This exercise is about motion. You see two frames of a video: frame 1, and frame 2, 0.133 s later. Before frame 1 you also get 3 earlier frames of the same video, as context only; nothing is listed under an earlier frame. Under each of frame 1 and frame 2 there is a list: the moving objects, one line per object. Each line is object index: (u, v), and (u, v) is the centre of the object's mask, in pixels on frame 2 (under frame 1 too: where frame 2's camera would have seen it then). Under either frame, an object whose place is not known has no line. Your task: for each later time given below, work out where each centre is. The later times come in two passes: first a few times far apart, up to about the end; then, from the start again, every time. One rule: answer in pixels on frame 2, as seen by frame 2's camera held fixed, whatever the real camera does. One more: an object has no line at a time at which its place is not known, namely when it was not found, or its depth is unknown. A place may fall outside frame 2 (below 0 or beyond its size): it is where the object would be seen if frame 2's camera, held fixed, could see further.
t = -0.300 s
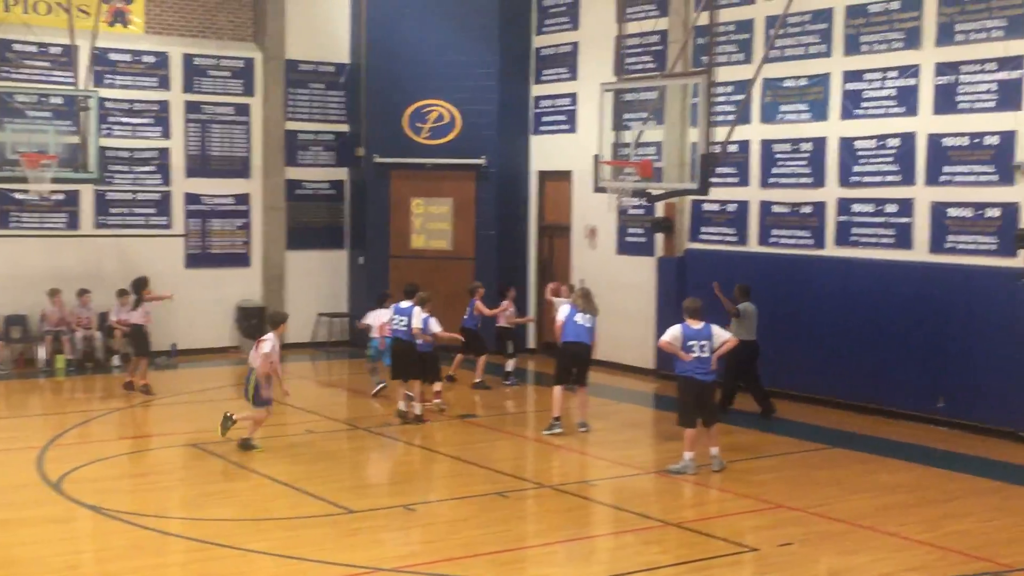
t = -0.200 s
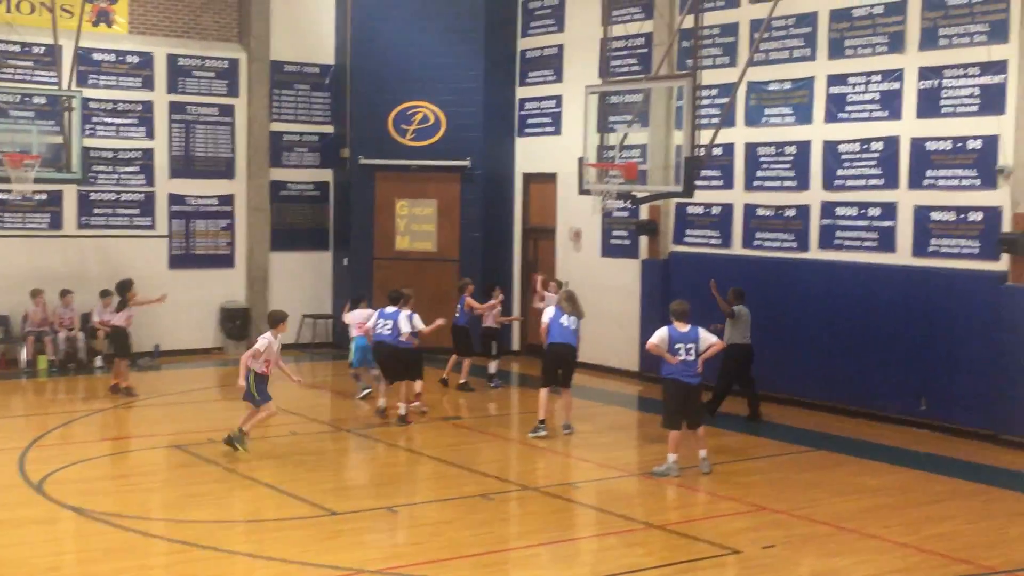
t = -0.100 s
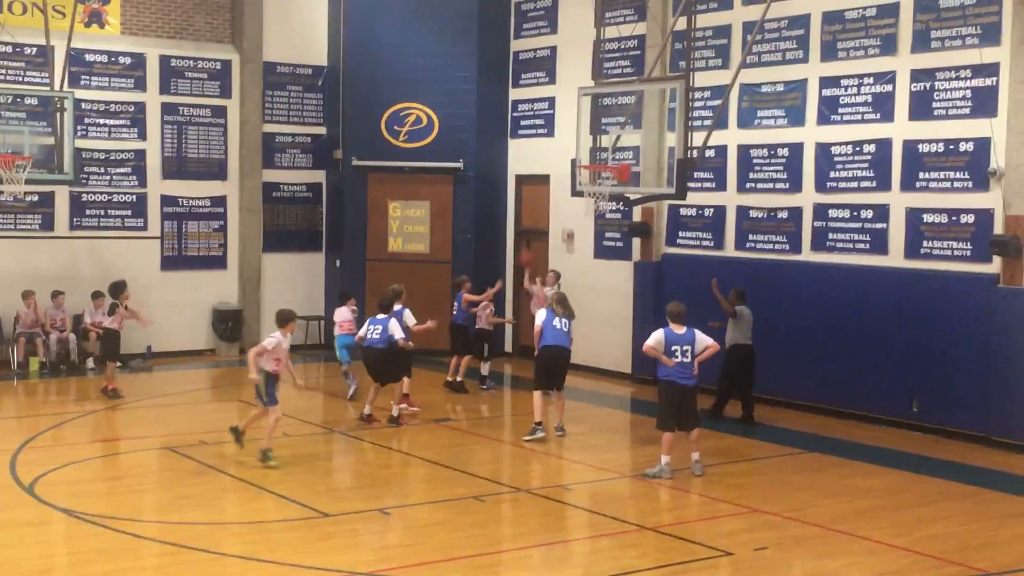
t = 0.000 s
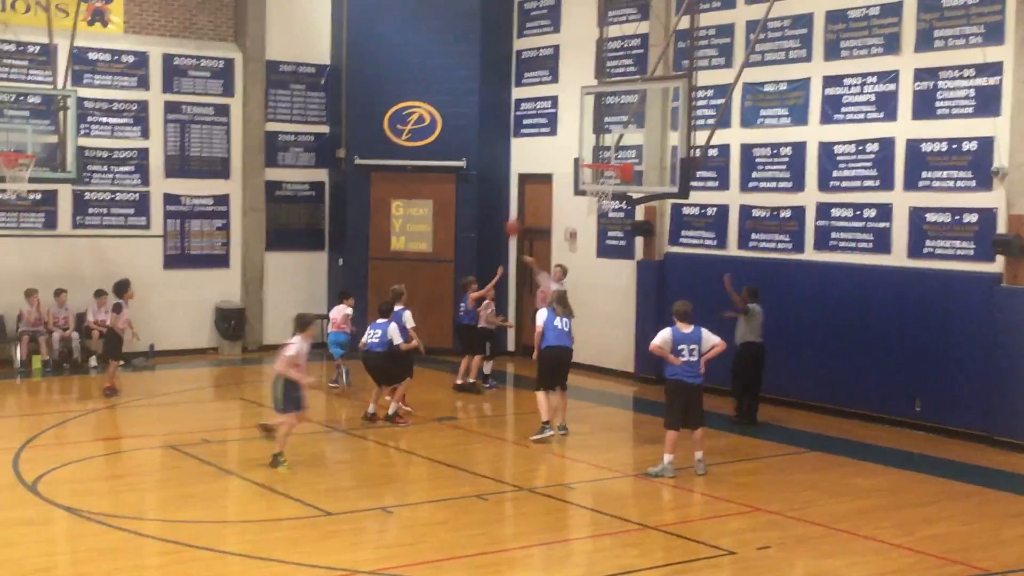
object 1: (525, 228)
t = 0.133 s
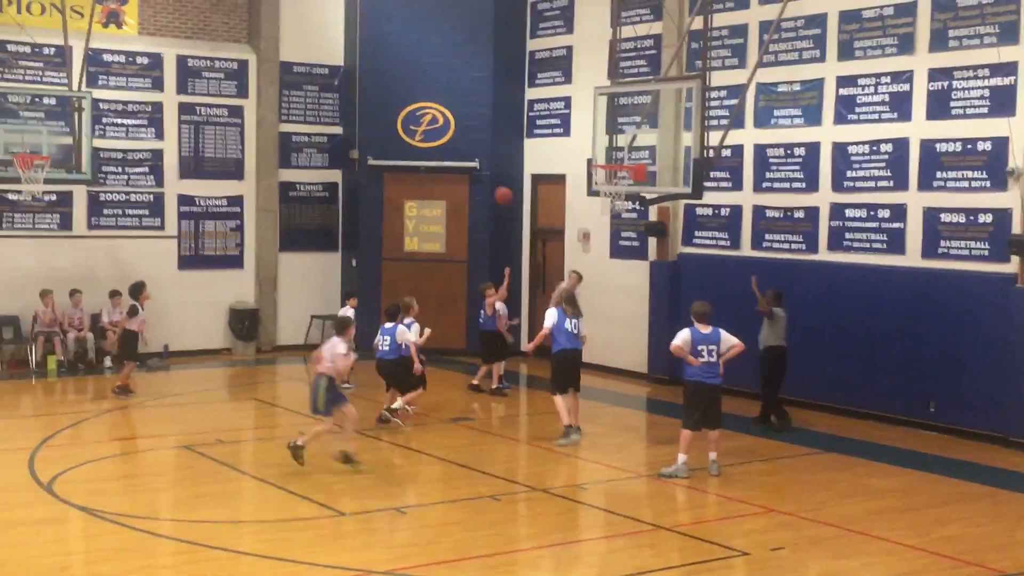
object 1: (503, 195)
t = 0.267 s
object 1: (478, 173)
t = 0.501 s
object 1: (429, 164)
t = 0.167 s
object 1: (497, 188)
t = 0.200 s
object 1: (491, 182)
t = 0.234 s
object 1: (484, 176)
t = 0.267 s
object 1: (478, 173)
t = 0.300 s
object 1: (472, 170)
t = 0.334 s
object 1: (465, 166)
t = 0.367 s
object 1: (458, 164)
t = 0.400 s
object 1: (451, 163)
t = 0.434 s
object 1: (444, 163)
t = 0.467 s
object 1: (436, 163)
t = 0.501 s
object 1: (429, 164)
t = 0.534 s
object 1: (421, 167)
